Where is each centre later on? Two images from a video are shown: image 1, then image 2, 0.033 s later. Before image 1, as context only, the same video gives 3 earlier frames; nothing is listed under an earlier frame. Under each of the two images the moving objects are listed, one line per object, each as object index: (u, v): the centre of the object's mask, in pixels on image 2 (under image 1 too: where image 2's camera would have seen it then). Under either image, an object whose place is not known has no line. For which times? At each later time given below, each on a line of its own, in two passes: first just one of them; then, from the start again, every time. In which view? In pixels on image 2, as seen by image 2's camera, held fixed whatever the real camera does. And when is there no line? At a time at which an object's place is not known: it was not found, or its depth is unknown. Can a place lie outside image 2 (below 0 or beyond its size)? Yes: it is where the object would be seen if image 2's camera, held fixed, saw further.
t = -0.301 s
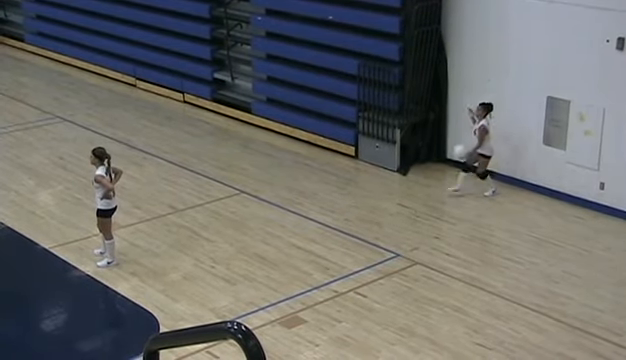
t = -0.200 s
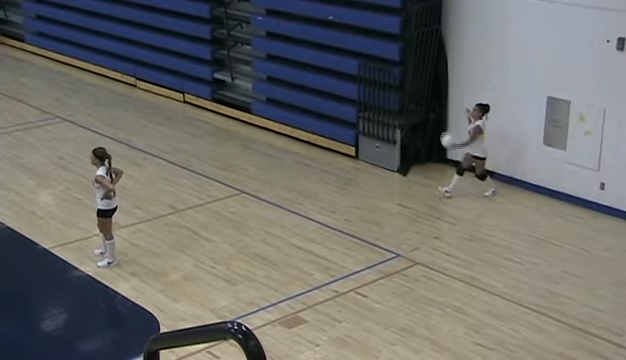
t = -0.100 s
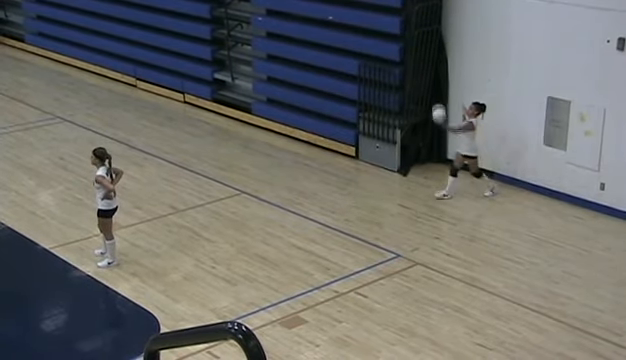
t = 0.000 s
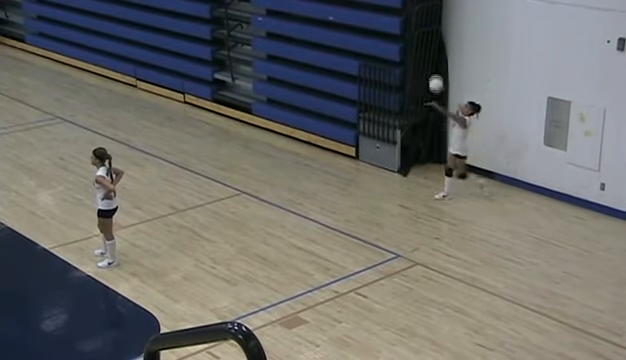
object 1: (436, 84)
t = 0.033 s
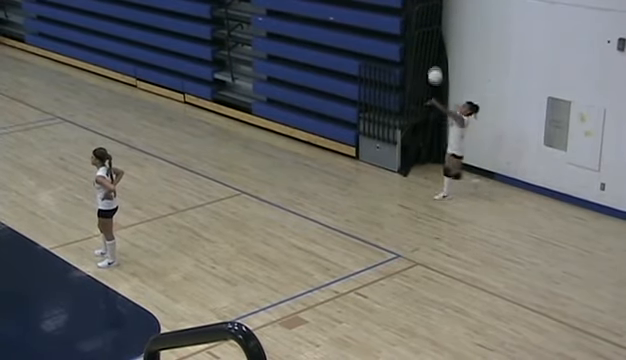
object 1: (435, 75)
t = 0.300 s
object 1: (426, 34)
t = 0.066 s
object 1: (434, 68)
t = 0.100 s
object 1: (433, 61)
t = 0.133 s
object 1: (432, 54)
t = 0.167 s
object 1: (431, 49)
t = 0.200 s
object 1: (430, 44)
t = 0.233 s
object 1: (429, 40)
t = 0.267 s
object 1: (428, 37)
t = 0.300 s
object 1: (426, 34)
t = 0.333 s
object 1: (425, 33)
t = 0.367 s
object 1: (424, 32)
